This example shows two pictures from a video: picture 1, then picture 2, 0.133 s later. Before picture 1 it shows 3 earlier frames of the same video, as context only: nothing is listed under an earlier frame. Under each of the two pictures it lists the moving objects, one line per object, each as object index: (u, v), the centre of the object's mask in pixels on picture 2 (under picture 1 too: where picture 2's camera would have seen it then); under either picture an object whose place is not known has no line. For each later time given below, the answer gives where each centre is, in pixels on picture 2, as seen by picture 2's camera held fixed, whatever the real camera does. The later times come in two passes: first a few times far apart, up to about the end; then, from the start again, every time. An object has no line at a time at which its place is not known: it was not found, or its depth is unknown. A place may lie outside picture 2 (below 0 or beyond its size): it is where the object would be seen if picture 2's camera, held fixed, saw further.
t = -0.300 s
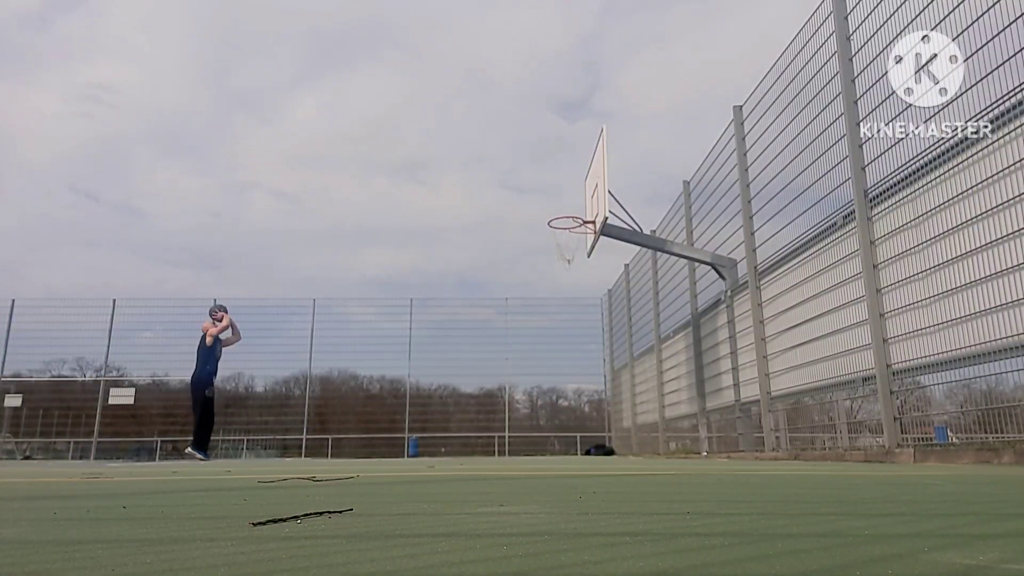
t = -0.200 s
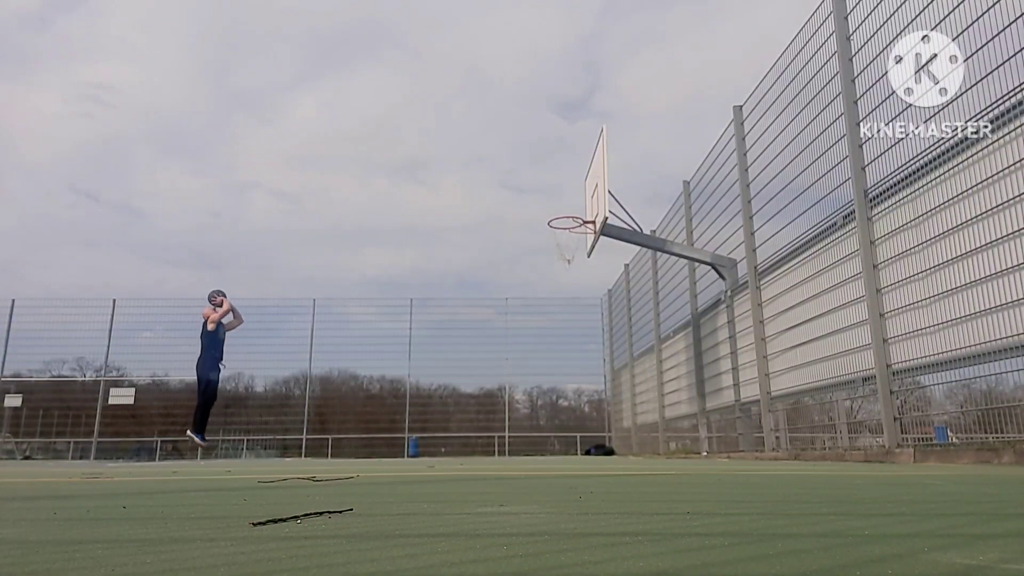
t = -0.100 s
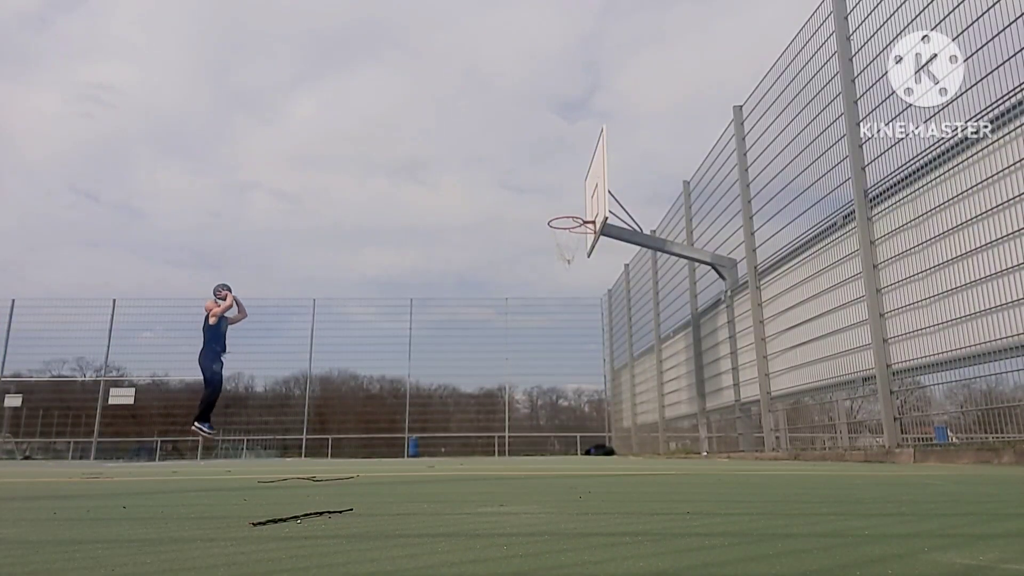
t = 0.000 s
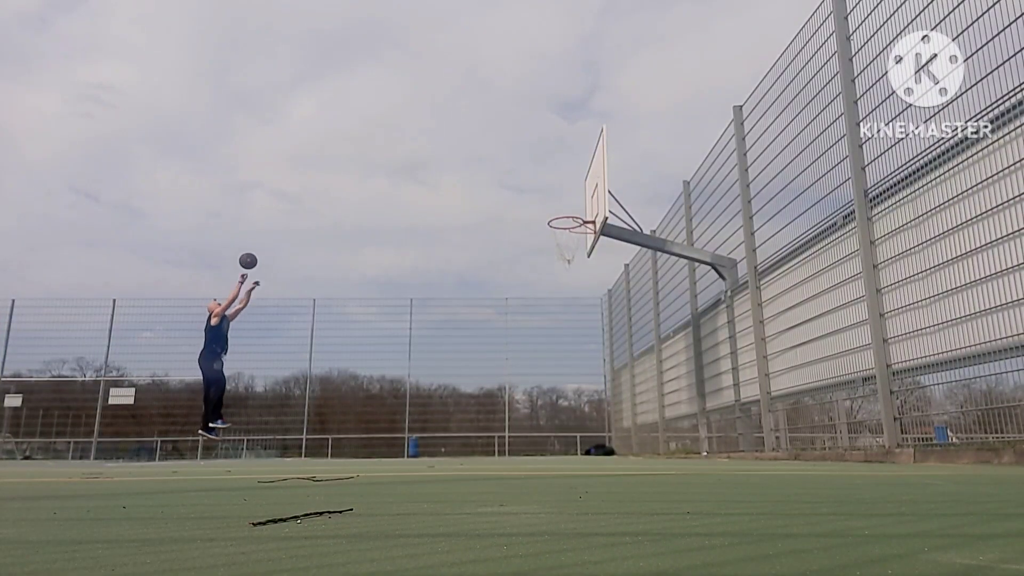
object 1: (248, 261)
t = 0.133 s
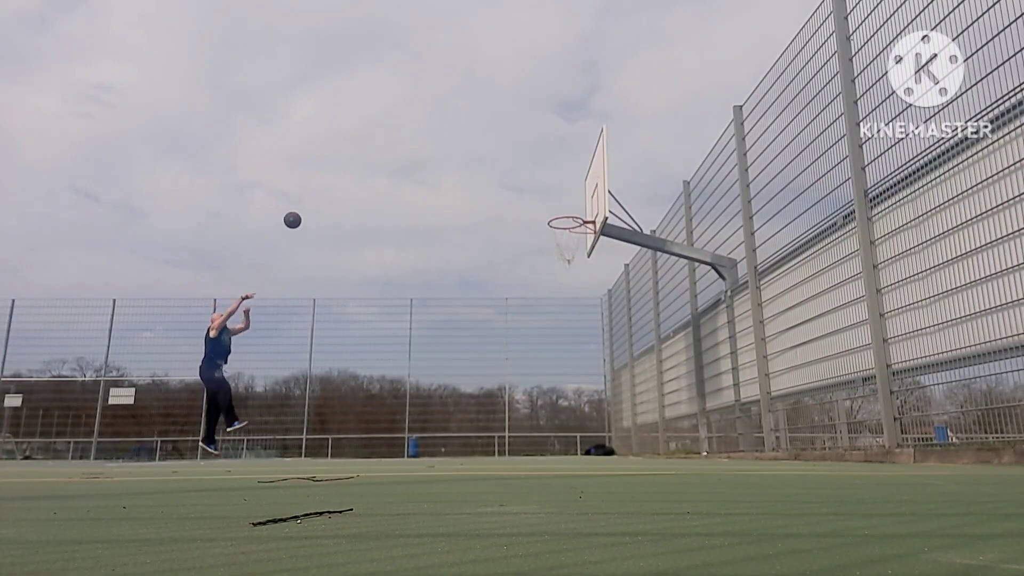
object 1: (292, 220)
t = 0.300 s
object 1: (346, 186)
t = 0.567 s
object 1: (431, 168)
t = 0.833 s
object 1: (518, 198)
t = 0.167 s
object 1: (303, 212)
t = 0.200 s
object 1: (314, 204)
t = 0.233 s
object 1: (325, 197)
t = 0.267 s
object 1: (335, 191)
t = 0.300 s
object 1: (346, 186)
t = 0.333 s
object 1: (357, 181)
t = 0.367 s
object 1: (367, 177)
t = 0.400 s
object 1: (378, 174)
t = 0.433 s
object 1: (388, 171)
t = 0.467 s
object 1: (399, 169)
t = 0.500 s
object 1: (409, 168)
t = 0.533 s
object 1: (420, 168)
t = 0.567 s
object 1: (431, 168)
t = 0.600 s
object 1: (441, 169)
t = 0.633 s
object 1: (452, 171)
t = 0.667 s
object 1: (463, 173)
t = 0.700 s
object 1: (474, 176)
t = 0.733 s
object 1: (485, 181)
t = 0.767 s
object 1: (495, 185)
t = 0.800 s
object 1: (507, 191)
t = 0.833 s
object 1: (518, 198)
